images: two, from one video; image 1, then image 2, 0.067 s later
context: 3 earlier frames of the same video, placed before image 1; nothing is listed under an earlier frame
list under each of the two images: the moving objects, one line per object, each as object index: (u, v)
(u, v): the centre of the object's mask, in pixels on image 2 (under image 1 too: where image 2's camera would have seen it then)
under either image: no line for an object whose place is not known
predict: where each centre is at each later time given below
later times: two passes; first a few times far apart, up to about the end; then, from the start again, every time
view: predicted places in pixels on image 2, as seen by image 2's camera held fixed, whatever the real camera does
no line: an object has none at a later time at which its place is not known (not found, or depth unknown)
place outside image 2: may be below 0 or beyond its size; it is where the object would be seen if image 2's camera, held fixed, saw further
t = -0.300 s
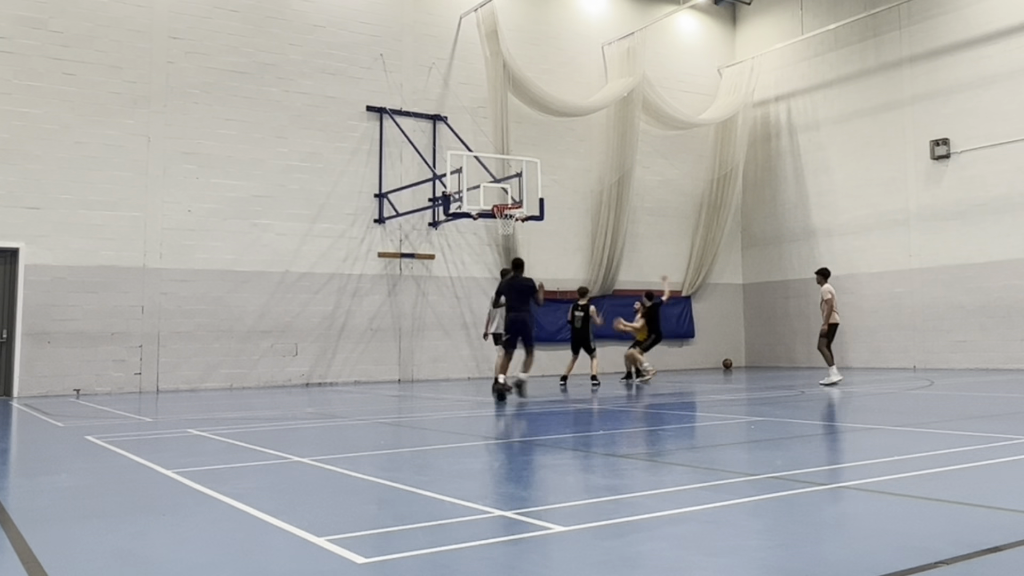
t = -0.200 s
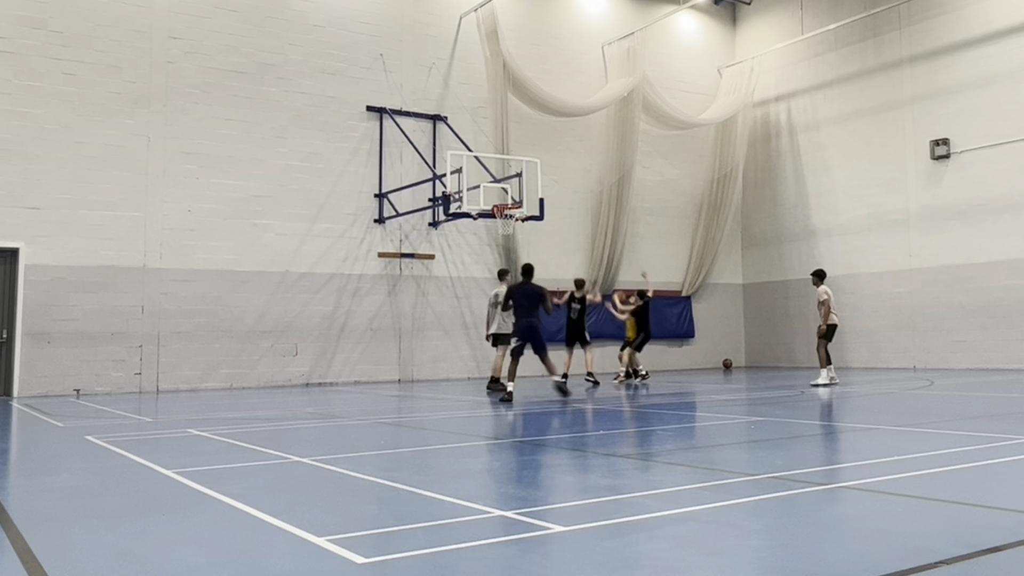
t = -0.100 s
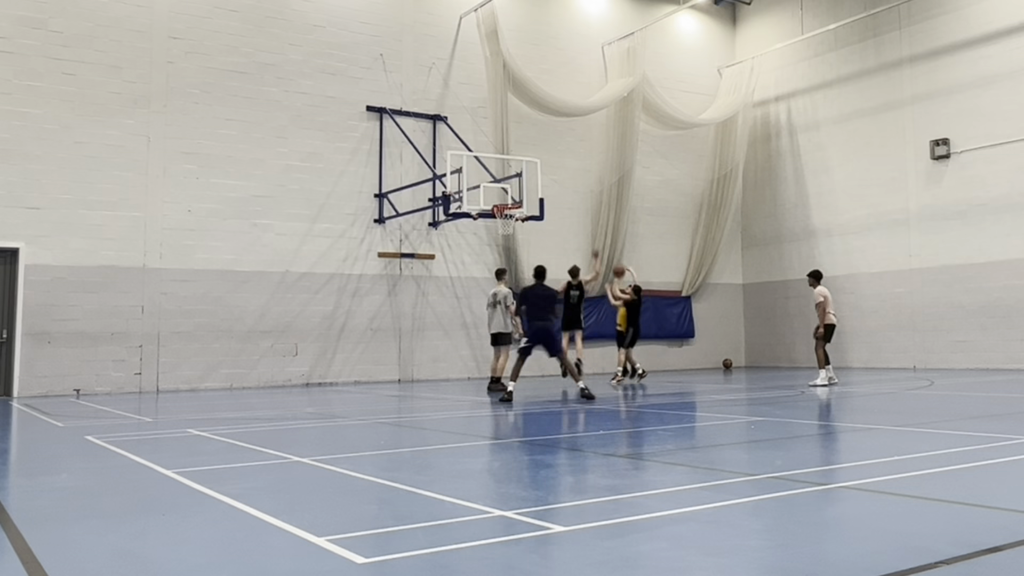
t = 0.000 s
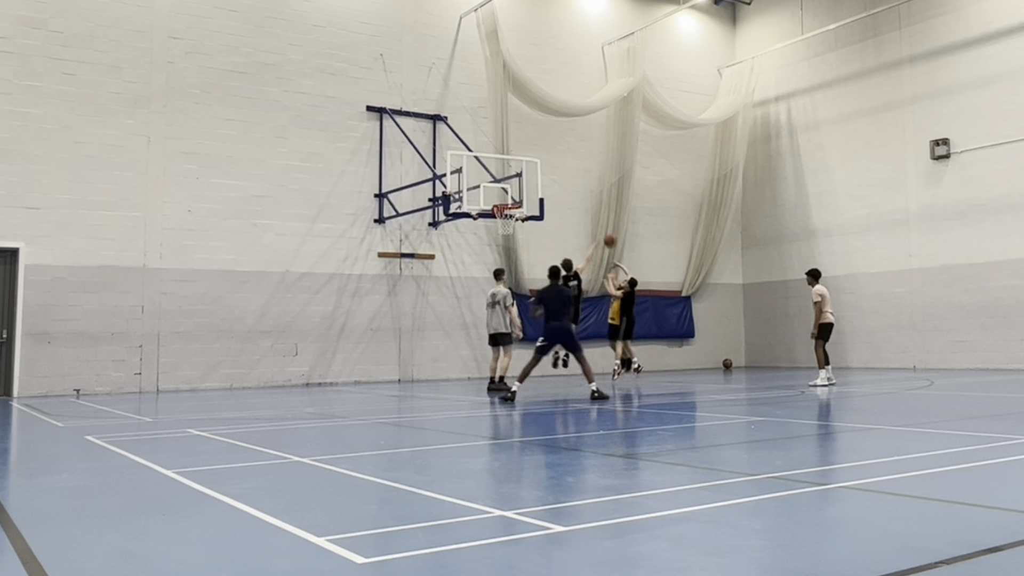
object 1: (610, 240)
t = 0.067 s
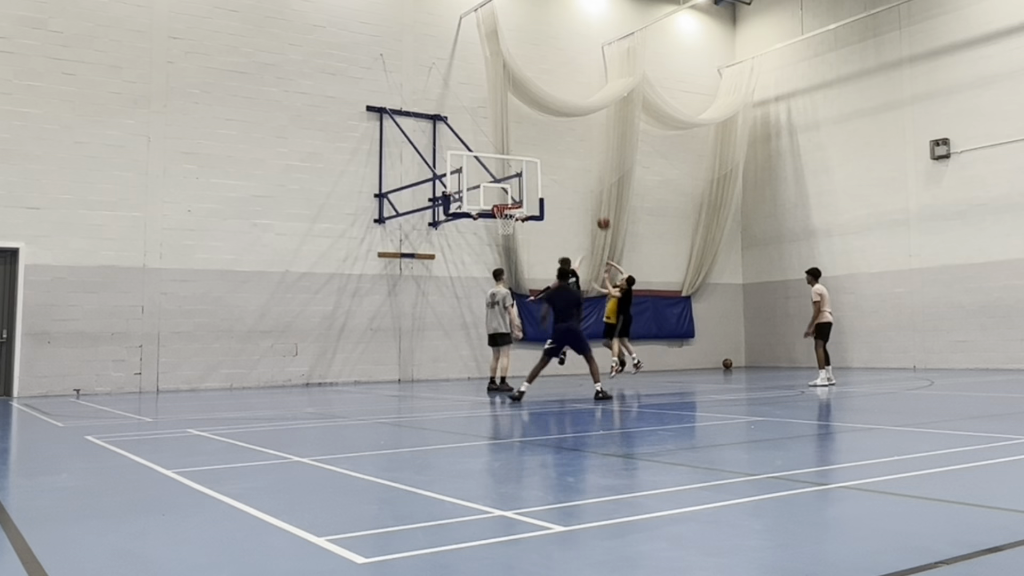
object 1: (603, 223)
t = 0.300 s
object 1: (581, 182)
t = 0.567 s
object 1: (556, 171)
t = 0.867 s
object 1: (532, 201)
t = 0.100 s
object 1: (600, 216)
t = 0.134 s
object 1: (597, 209)
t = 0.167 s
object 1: (594, 203)
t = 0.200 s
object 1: (590, 197)
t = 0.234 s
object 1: (587, 191)
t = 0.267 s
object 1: (584, 186)
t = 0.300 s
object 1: (581, 182)
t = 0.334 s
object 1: (578, 179)
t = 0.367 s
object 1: (575, 176)
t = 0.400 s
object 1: (572, 174)
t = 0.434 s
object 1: (569, 172)
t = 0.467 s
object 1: (566, 171)
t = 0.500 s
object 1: (562, 170)
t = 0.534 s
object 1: (559, 170)
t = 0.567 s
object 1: (556, 171)
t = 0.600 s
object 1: (554, 172)
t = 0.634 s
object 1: (550, 174)
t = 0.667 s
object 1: (547, 176)
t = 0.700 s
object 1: (544, 179)
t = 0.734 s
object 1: (541, 183)
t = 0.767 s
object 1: (538, 187)
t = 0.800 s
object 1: (536, 191)
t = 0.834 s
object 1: (534, 196)
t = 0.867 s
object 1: (532, 201)
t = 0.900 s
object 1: (530, 207)
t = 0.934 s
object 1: (528, 214)
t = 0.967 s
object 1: (526, 221)
